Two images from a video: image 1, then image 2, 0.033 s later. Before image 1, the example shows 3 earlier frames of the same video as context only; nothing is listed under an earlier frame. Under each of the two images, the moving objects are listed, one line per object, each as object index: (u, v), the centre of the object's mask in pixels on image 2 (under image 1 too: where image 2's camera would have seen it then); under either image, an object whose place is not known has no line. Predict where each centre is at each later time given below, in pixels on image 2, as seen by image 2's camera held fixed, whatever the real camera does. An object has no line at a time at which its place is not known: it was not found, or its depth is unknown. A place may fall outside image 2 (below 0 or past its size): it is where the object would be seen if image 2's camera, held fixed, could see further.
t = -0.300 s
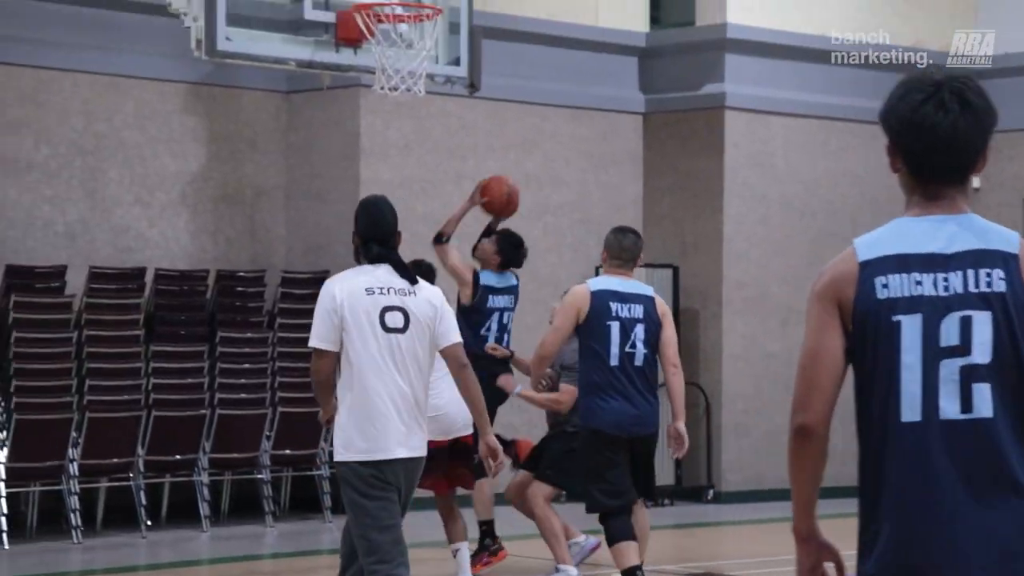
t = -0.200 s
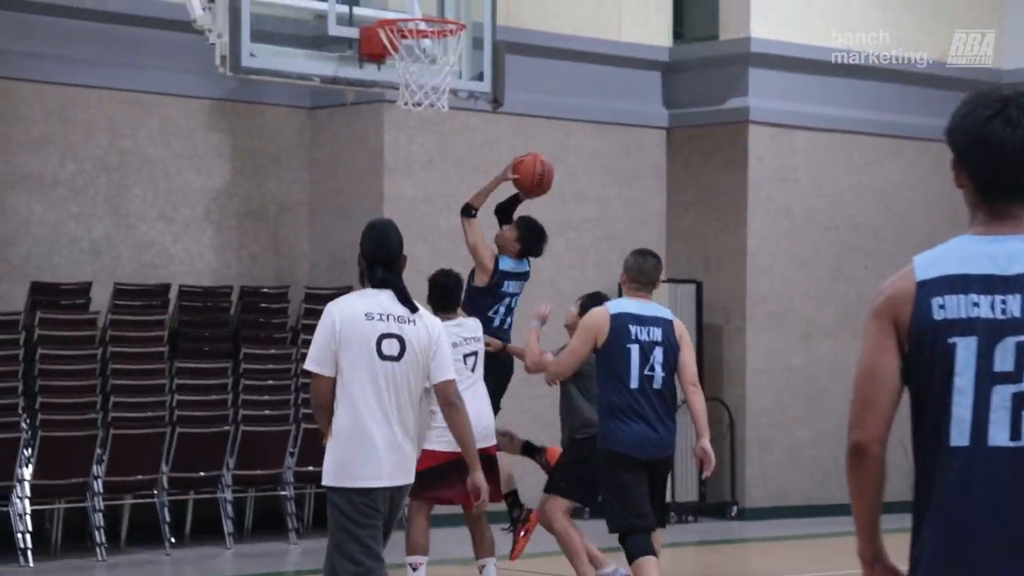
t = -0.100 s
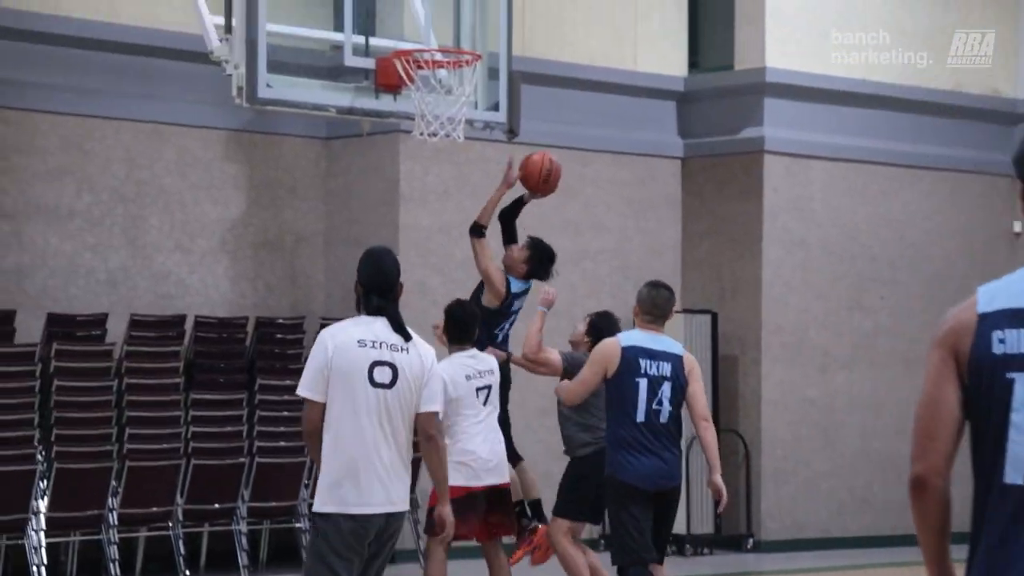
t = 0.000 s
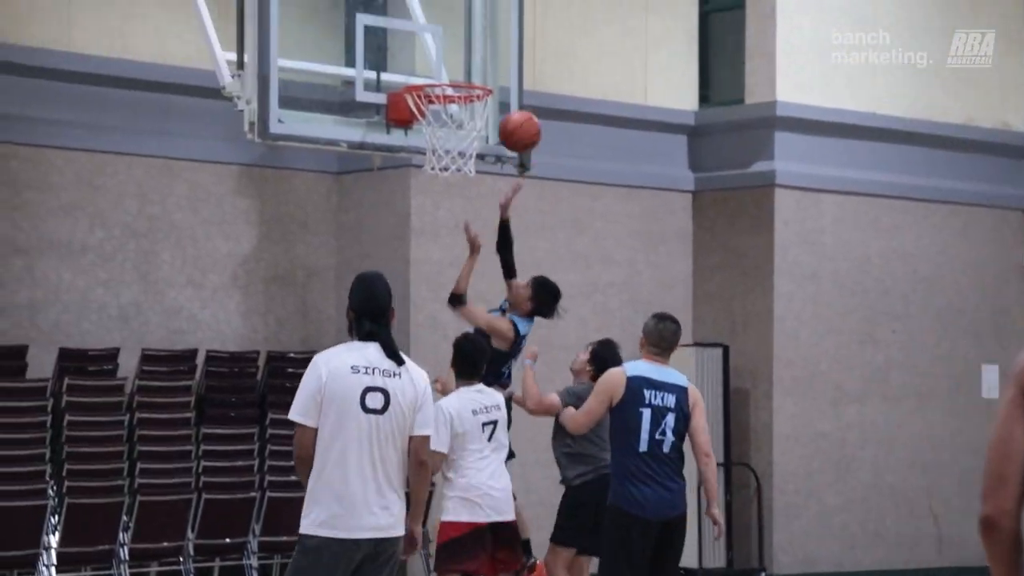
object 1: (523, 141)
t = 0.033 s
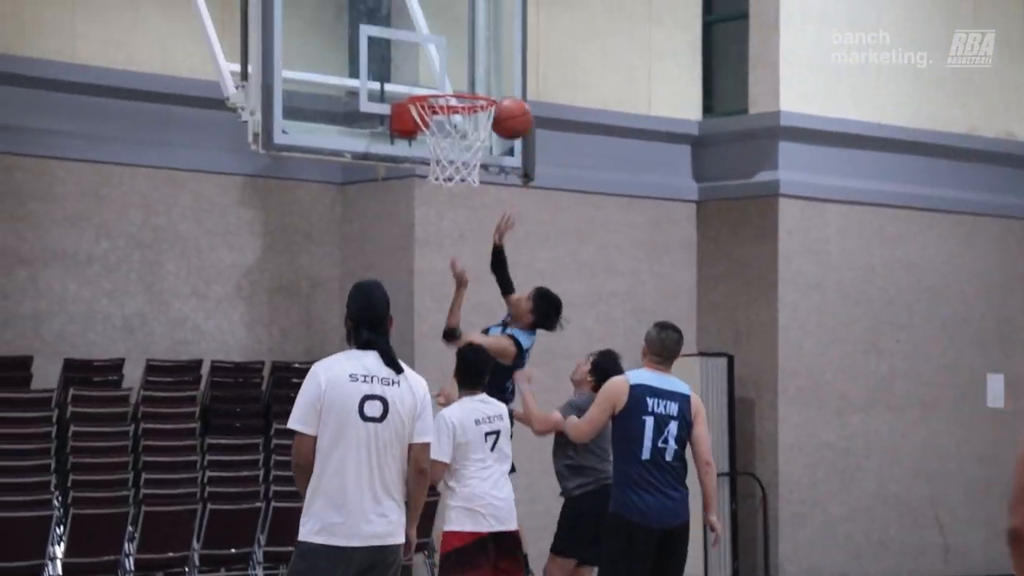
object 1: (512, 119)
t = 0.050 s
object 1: (508, 107)
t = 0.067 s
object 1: (501, 94)
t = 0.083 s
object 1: (493, 83)
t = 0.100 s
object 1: (486, 76)
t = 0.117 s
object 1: (479, 68)
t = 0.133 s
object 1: (477, 63)
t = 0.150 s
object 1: (478, 59)
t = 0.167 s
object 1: (478, 56)
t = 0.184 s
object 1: (479, 53)
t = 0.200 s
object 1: (479, 51)
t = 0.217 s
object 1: (480, 50)
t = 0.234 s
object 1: (480, 49)
